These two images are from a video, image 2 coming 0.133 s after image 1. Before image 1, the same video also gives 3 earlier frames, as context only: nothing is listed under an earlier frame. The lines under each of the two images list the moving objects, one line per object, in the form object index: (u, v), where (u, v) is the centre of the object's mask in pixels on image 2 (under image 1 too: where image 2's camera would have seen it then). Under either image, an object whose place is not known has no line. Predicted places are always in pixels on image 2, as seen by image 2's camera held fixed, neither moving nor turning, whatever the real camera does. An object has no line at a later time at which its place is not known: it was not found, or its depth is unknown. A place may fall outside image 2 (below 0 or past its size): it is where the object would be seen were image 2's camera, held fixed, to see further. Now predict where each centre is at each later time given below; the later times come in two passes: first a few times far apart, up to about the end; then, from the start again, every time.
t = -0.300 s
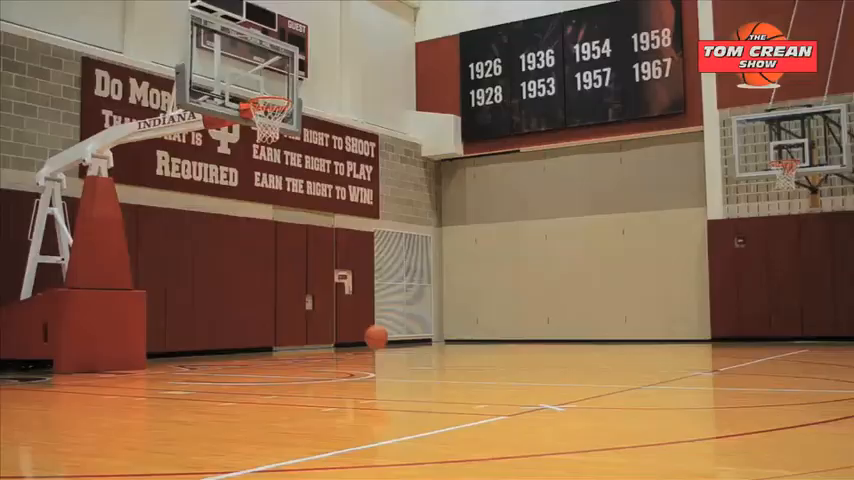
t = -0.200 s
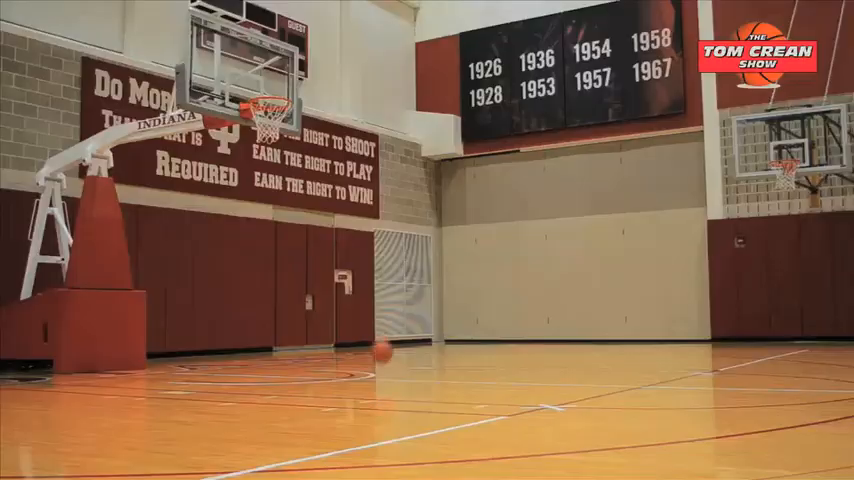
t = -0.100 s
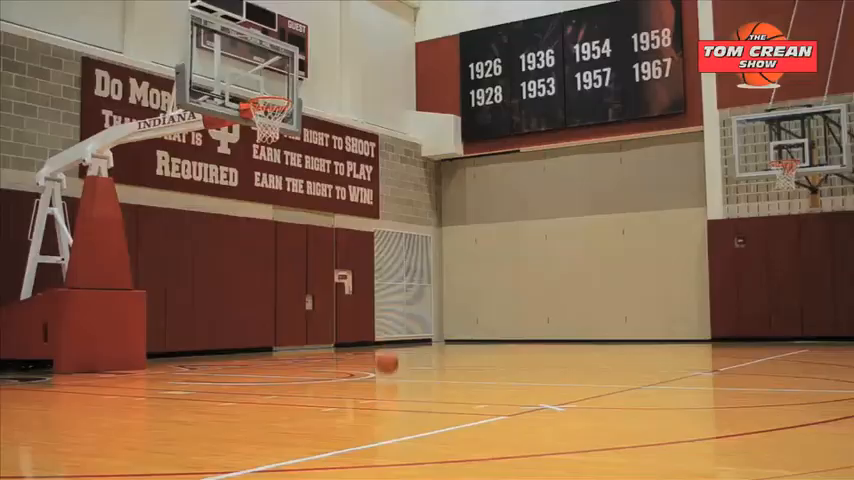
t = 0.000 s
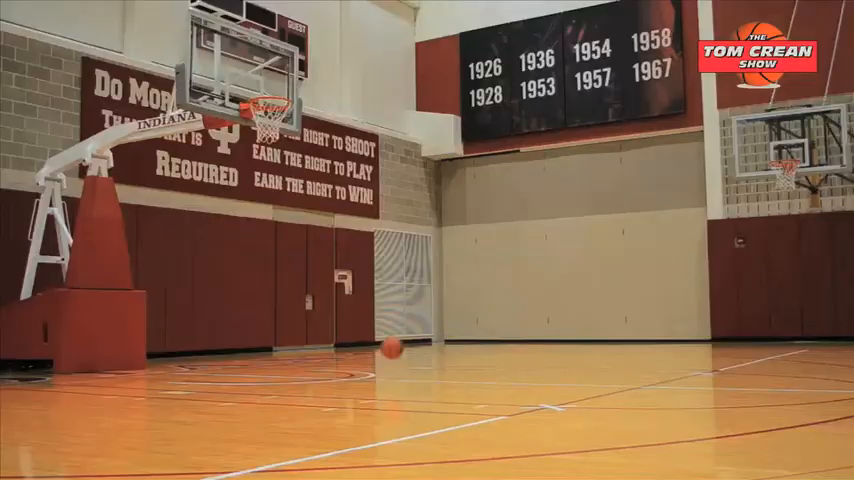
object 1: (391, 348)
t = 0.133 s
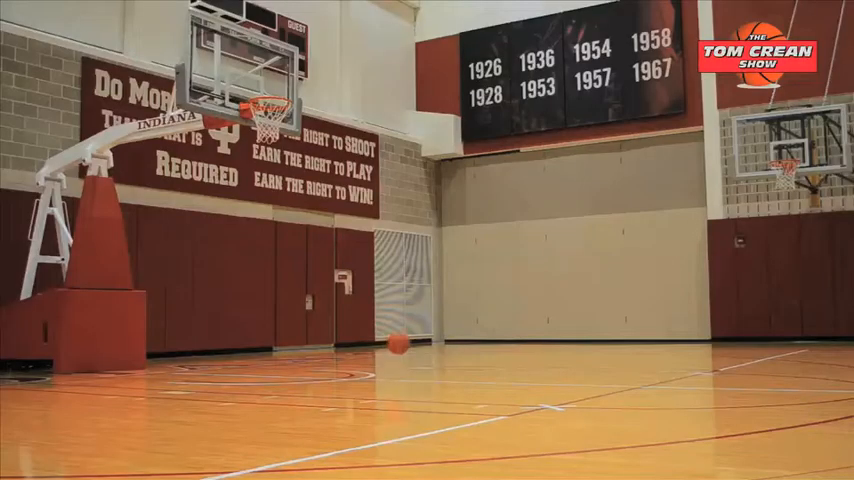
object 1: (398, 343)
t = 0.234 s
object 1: (403, 349)
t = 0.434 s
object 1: (414, 354)
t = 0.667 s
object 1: (426, 356)
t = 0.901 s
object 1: (437, 354)
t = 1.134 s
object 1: (448, 361)
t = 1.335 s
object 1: (458, 365)
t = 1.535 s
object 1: (469, 365)
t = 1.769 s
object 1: (479, 366)
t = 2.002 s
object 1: (489, 364)
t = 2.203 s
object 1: (497, 365)
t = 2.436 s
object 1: (506, 365)
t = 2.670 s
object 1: (515, 365)
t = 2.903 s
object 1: (524, 364)
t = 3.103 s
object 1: (531, 364)
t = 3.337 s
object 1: (539, 363)
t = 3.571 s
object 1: (546, 363)
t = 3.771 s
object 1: (551, 363)
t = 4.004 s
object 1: (557, 363)
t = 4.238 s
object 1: (563, 363)
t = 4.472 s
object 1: (569, 362)
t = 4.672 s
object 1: (573, 362)
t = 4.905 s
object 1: (577, 362)
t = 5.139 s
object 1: (581, 362)
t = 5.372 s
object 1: (584, 362)
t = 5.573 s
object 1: (587, 361)
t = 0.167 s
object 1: (400, 344)
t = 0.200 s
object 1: (402, 346)
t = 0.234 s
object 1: (403, 349)
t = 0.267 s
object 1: (405, 353)
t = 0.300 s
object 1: (406, 359)
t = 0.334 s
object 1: (409, 366)
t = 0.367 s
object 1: (410, 364)
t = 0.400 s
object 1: (412, 358)
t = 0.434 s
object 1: (414, 354)
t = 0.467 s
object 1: (416, 352)
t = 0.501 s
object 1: (417, 350)
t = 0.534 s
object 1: (419, 349)
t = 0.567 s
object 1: (420, 350)
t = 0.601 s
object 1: (422, 351)
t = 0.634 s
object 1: (424, 353)
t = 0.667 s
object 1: (426, 356)
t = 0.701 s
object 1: (428, 361)
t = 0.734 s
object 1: (429, 366)
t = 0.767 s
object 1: (431, 363)
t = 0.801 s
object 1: (433, 358)
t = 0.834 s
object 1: (434, 356)
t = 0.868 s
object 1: (436, 355)
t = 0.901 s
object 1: (437, 354)
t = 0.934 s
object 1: (438, 355)
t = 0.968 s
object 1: (440, 356)
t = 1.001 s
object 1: (441, 358)
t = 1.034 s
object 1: (444, 362)
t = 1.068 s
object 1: (445, 366)
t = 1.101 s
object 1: (446, 364)
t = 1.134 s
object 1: (448, 361)
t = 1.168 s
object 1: (450, 359)
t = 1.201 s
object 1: (451, 358)
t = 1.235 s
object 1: (453, 358)
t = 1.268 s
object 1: (454, 360)
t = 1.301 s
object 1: (456, 362)
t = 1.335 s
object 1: (458, 365)
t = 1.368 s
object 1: (461, 363)
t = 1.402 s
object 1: (462, 361)
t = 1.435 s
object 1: (464, 361)
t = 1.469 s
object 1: (465, 361)
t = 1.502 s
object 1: (467, 362)
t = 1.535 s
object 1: (469, 365)
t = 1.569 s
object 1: (470, 366)
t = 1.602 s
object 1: (472, 364)
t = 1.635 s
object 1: (473, 362)
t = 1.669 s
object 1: (474, 362)
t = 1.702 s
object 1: (476, 362)
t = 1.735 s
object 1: (477, 364)
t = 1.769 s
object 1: (479, 366)
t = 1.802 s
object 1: (480, 364)
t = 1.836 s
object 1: (482, 363)
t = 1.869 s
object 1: (483, 363)
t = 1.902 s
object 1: (484, 364)
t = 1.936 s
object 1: (486, 365)
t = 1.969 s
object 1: (487, 365)
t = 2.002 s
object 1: (489, 364)
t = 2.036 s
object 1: (490, 364)
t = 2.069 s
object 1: (492, 365)
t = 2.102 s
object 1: (493, 365)
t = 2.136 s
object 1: (494, 364)
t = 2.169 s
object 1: (496, 364)
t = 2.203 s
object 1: (497, 365)
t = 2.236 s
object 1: (499, 364)
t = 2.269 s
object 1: (500, 364)
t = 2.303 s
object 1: (501, 365)
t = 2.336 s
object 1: (502, 365)
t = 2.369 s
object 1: (504, 365)
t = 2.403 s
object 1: (505, 365)
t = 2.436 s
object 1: (506, 365)
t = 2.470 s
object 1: (508, 365)
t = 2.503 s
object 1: (509, 365)
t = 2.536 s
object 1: (510, 365)
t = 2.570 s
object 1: (512, 365)
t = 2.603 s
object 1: (513, 365)
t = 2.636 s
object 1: (514, 365)
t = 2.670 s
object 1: (515, 365)
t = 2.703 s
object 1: (517, 365)
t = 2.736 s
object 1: (518, 364)
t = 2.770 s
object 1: (519, 365)
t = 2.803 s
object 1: (520, 364)
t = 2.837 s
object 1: (522, 364)
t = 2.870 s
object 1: (523, 364)
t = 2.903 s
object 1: (524, 364)
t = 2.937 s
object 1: (525, 364)
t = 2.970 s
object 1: (526, 364)
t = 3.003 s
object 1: (527, 364)
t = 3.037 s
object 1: (528, 364)
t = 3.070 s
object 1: (530, 364)
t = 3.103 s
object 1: (531, 364)
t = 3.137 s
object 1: (532, 364)
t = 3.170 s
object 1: (533, 364)
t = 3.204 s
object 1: (534, 364)
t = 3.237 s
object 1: (535, 364)
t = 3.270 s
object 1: (536, 363)
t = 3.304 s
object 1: (538, 364)
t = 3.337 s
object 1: (539, 363)
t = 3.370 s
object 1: (540, 363)
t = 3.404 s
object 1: (541, 364)
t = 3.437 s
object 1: (542, 363)
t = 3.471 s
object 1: (543, 363)
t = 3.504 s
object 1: (544, 363)
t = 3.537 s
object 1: (545, 363)
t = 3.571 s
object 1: (546, 363)
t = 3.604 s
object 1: (547, 363)
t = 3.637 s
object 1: (548, 363)
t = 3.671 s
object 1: (548, 363)
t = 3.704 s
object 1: (549, 363)
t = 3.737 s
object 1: (550, 363)
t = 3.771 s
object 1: (551, 363)
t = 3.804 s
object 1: (552, 363)
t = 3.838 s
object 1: (553, 363)
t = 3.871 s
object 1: (554, 363)
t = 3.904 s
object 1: (555, 363)
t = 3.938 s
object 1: (556, 363)
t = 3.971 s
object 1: (557, 363)
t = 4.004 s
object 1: (557, 363)
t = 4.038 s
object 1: (558, 363)
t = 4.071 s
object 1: (559, 363)
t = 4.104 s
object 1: (560, 363)
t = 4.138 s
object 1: (561, 363)
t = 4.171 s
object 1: (562, 363)
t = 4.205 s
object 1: (563, 363)
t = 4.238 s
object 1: (563, 363)
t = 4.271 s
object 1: (564, 363)
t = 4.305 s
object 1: (565, 363)
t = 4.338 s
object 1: (566, 363)
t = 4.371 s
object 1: (567, 363)
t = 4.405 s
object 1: (567, 363)
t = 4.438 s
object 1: (568, 362)
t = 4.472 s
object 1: (569, 362)
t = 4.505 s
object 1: (569, 362)
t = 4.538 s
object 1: (570, 362)
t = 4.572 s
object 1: (571, 362)
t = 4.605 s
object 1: (572, 362)
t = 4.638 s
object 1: (572, 362)
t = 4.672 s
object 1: (573, 362)
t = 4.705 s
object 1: (574, 362)
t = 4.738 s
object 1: (574, 362)
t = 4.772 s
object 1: (575, 362)
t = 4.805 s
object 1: (576, 362)
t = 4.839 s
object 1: (576, 362)
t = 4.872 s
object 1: (577, 362)
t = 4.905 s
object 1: (577, 362)
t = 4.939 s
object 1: (578, 362)
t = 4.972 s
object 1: (578, 362)
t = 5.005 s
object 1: (579, 362)
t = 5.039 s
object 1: (580, 362)
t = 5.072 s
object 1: (580, 362)
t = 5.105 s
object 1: (581, 362)
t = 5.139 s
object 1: (581, 362)
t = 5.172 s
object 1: (582, 362)
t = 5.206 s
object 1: (582, 362)
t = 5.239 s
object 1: (583, 362)
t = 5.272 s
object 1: (583, 362)
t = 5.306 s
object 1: (584, 362)
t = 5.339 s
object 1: (584, 362)
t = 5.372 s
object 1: (584, 362)
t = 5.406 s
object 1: (585, 362)
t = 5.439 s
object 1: (585, 362)
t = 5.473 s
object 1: (586, 362)
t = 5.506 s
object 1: (586, 362)
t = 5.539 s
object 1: (586, 362)
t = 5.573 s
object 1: (587, 361)
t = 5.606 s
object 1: (587, 362)
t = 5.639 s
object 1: (587, 361)
